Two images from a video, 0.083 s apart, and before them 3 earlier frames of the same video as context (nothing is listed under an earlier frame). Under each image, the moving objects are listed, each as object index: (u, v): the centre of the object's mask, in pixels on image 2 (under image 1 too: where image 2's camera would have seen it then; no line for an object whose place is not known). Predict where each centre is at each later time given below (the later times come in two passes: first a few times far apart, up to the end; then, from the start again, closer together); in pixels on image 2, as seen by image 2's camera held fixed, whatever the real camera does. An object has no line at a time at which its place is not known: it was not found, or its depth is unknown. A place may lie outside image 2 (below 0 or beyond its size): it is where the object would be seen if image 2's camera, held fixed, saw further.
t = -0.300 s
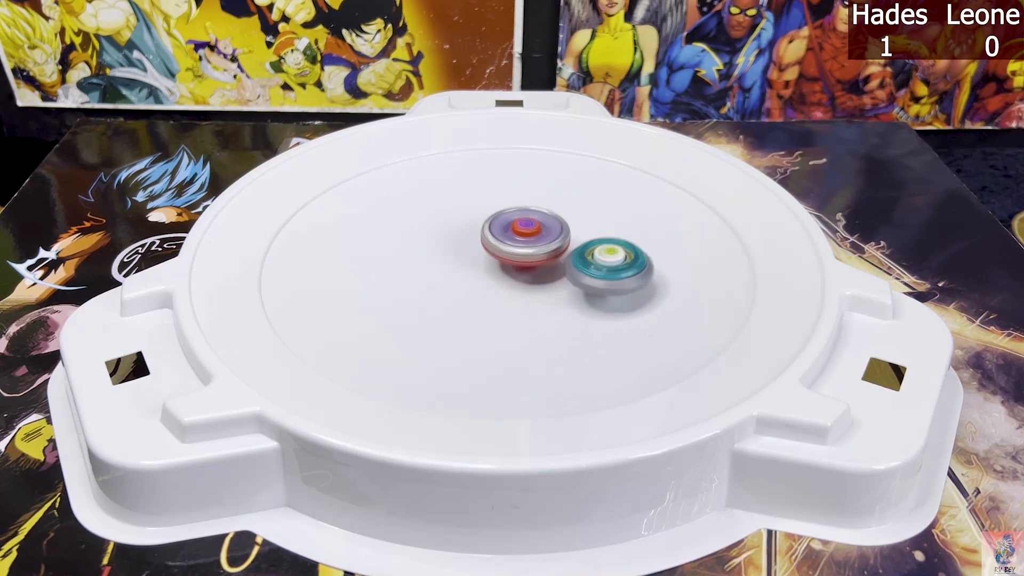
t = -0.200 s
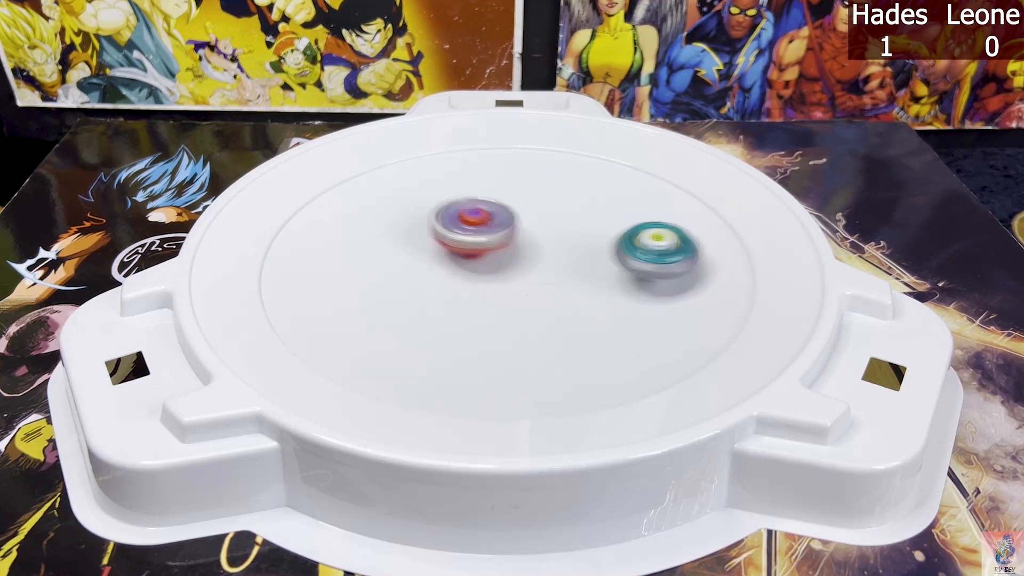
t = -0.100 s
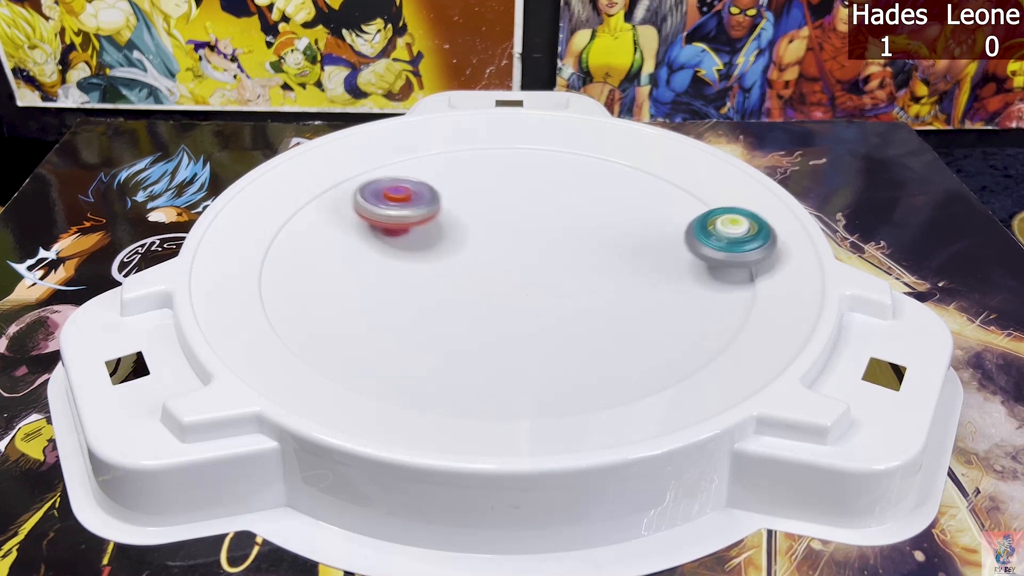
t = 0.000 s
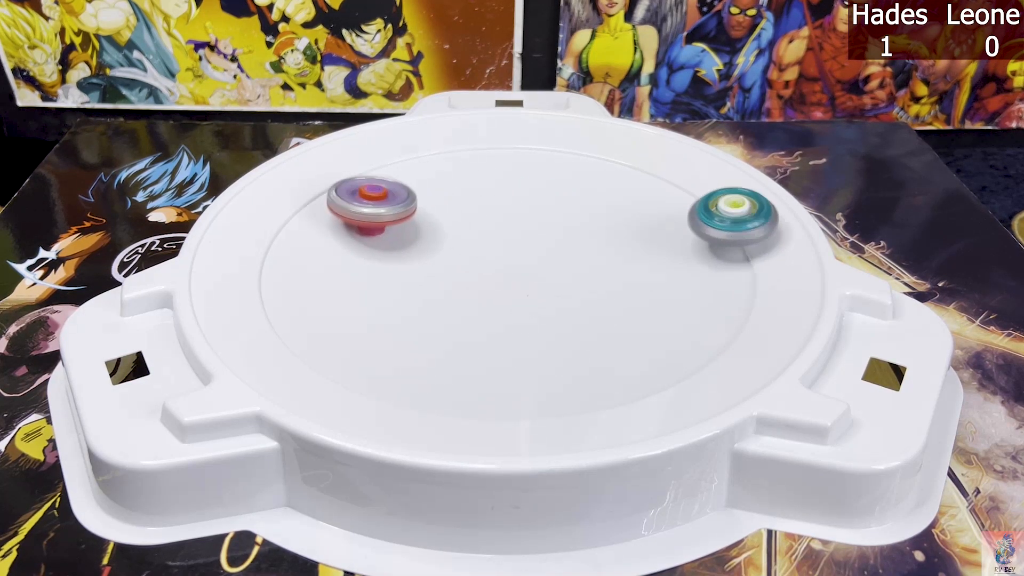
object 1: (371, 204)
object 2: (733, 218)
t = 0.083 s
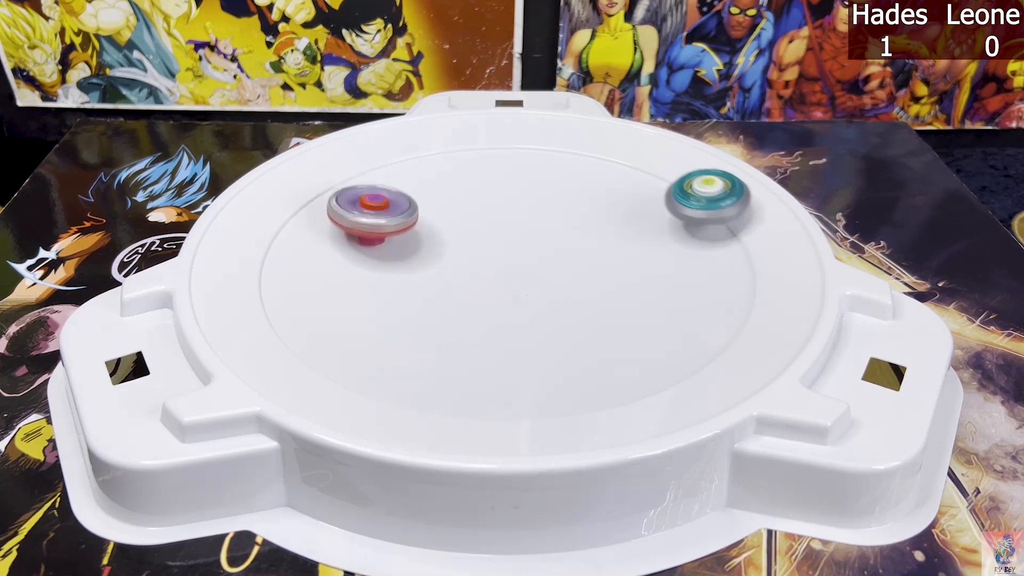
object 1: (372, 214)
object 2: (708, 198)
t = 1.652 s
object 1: (517, 253)
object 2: (600, 317)
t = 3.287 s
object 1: (510, 259)
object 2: (580, 293)
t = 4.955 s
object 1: (562, 298)
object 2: (413, 227)
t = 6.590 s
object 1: (510, 218)
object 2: (569, 274)
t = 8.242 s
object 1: (429, 239)
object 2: (619, 260)
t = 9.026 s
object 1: (428, 277)
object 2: (548, 175)
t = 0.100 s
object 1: (373, 216)
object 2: (701, 195)
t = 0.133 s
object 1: (376, 221)
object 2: (687, 189)
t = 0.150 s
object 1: (379, 223)
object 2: (679, 185)
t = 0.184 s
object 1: (383, 228)
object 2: (661, 182)
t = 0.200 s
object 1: (386, 230)
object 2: (652, 180)
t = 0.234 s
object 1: (392, 234)
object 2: (633, 178)
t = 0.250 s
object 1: (395, 236)
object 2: (623, 177)
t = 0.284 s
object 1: (402, 240)
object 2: (604, 178)
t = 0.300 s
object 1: (405, 242)
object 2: (594, 178)
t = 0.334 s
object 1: (411, 245)
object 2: (574, 180)
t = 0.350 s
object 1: (415, 247)
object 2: (564, 182)
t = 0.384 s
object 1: (422, 250)
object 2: (544, 186)
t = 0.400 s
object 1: (425, 251)
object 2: (535, 188)
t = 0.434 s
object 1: (431, 253)
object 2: (517, 193)
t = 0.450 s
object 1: (434, 253)
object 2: (507, 197)
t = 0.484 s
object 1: (439, 254)
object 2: (491, 204)
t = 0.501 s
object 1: (442, 255)
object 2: (483, 206)
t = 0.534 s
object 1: (434, 270)
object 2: (481, 199)
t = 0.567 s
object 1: (414, 292)
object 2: (494, 178)
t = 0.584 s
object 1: (405, 302)
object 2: (499, 170)
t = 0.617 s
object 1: (391, 319)
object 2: (509, 154)
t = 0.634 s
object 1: (386, 327)
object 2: (512, 148)
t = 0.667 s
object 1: (380, 339)
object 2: (517, 139)
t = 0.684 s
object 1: (379, 344)
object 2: (518, 137)
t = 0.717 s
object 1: (381, 351)
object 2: (518, 135)
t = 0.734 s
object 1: (384, 352)
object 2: (516, 137)
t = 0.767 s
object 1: (395, 355)
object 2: (510, 141)
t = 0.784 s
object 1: (401, 354)
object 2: (506, 144)
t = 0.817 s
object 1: (416, 353)
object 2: (495, 151)
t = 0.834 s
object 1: (424, 352)
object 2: (489, 156)
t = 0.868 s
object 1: (441, 348)
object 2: (475, 165)
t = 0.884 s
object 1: (449, 346)
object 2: (468, 169)
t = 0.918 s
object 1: (465, 340)
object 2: (453, 179)
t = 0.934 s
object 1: (473, 338)
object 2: (445, 183)
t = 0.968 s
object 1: (487, 330)
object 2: (432, 192)
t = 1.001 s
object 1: (499, 322)
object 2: (419, 202)
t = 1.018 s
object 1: (504, 319)
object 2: (414, 206)
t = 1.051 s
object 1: (514, 310)
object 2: (405, 217)
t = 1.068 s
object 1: (518, 307)
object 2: (401, 222)
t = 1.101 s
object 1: (525, 299)
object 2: (395, 233)
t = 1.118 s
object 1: (527, 296)
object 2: (394, 239)
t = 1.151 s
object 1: (532, 289)
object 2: (392, 251)
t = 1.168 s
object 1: (533, 286)
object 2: (392, 257)
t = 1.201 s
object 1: (535, 282)
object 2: (395, 268)
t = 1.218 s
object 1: (536, 281)
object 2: (397, 274)
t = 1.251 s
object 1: (537, 278)
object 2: (404, 285)
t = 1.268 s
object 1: (537, 275)
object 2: (409, 290)
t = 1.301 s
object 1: (537, 273)
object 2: (420, 299)
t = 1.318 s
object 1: (537, 271)
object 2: (426, 304)
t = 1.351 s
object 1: (536, 268)
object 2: (441, 313)
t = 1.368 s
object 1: (535, 266)
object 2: (448, 316)
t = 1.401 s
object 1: (533, 265)
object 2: (466, 322)
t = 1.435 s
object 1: (531, 263)
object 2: (484, 326)
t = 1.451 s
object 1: (530, 261)
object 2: (494, 327)
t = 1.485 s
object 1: (528, 259)
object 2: (513, 330)
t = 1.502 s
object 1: (527, 258)
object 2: (523, 330)
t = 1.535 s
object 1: (525, 258)
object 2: (542, 329)
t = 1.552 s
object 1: (523, 256)
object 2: (551, 328)
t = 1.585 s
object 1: (521, 255)
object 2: (569, 326)
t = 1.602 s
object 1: (520, 254)
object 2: (577, 324)
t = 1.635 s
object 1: (518, 253)
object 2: (593, 319)
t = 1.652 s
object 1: (517, 253)
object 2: (600, 317)
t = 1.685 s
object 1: (515, 252)
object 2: (612, 310)
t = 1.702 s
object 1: (514, 253)
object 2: (617, 306)
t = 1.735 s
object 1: (512, 253)
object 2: (626, 299)
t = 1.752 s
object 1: (511, 252)
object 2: (630, 294)
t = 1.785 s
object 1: (509, 252)
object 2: (635, 284)
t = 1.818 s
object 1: (508, 252)
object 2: (637, 276)
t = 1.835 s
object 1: (507, 252)
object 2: (638, 273)
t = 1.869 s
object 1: (506, 251)
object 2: (636, 264)
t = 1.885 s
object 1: (505, 252)
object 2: (635, 260)
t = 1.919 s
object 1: (504, 253)
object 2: (630, 252)
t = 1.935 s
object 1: (503, 253)
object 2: (627, 249)
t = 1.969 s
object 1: (502, 252)
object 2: (619, 242)
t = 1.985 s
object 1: (502, 252)
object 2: (615, 239)
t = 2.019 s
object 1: (501, 253)
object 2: (605, 233)
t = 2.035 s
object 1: (500, 253)
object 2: (599, 231)
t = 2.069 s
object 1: (499, 253)
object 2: (587, 226)
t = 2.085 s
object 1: (499, 253)
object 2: (581, 224)
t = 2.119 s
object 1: (498, 253)
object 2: (569, 221)
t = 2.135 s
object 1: (496, 254)
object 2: (563, 219)
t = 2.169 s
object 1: (485, 259)
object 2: (560, 210)
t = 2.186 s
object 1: (480, 260)
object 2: (556, 207)
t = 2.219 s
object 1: (474, 262)
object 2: (546, 203)
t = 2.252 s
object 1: (470, 265)
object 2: (533, 200)
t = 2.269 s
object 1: (470, 266)
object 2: (526, 200)
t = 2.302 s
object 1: (468, 266)
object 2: (512, 199)
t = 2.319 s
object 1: (468, 267)
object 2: (505, 199)
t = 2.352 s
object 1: (469, 267)
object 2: (490, 200)
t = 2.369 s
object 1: (471, 266)
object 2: (484, 201)
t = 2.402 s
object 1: (473, 266)
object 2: (470, 203)
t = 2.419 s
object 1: (474, 267)
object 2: (463, 205)
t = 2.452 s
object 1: (477, 267)
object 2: (451, 209)
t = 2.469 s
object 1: (478, 267)
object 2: (445, 211)
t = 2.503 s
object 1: (482, 268)
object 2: (434, 215)
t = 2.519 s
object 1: (483, 267)
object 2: (429, 220)
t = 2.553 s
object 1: (486, 267)
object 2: (420, 227)
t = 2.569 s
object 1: (487, 268)
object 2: (416, 230)
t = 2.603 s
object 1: (490, 268)
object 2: (409, 235)
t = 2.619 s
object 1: (491, 267)
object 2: (407, 239)
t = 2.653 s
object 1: (494, 267)
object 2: (403, 247)
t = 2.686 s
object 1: (496, 267)
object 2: (402, 257)
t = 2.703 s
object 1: (497, 267)
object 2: (401, 259)
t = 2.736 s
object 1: (500, 266)
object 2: (403, 268)
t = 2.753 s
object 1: (500, 266)
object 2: (404, 272)
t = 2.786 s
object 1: (502, 266)
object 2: (408, 279)
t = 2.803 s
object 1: (503, 266)
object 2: (412, 283)
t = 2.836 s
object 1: (505, 266)
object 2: (419, 290)
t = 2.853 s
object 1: (505, 264)
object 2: (423, 293)
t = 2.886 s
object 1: (507, 265)
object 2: (433, 300)
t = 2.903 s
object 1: (508, 263)
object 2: (439, 303)
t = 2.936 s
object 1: (509, 262)
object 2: (450, 306)
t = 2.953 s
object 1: (510, 262)
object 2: (457, 309)
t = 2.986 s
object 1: (511, 261)
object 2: (469, 312)
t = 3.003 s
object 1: (511, 259)
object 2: (476, 313)
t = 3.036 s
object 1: (512, 257)
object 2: (490, 315)
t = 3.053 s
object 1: (513, 257)
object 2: (497, 315)
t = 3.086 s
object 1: (513, 256)
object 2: (511, 315)
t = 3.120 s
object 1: (513, 255)
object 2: (525, 314)
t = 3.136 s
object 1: (513, 255)
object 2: (532, 313)
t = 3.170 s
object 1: (512, 256)
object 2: (545, 310)
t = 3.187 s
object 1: (511, 256)
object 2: (551, 308)
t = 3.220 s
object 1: (510, 258)
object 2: (562, 302)
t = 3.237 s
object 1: (510, 258)
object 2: (567, 300)
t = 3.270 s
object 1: (510, 259)
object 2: (576, 294)
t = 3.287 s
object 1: (510, 259)
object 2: (580, 293)
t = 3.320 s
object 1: (510, 257)
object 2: (587, 287)
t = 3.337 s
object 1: (509, 257)
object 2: (589, 284)
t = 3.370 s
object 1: (505, 253)
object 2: (597, 277)
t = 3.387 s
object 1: (503, 253)
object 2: (600, 274)
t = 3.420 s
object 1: (500, 251)
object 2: (603, 268)
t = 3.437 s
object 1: (499, 250)
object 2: (603, 266)
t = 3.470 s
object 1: (497, 248)
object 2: (602, 258)
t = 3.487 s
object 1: (496, 248)
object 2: (601, 255)
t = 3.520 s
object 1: (495, 248)
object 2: (598, 249)
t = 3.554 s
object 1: (495, 249)
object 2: (594, 244)
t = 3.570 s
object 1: (494, 248)
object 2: (591, 242)
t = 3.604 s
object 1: (494, 248)
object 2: (584, 237)
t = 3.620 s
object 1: (494, 250)
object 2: (581, 235)
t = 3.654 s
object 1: (492, 251)
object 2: (575, 231)
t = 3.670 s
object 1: (491, 251)
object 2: (571, 229)
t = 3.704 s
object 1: (481, 253)
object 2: (573, 223)
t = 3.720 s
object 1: (474, 254)
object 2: (575, 220)
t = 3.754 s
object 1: (464, 257)
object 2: (574, 215)
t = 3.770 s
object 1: (461, 257)
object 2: (572, 213)
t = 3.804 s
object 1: (457, 259)
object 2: (566, 209)
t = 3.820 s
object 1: (455, 259)
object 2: (562, 208)
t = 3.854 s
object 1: (454, 260)
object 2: (553, 206)
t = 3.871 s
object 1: (454, 260)
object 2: (548, 205)
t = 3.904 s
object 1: (455, 262)
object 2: (539, 204)
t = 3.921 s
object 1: (457, 261)
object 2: (533, 204)
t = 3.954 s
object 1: (459, 263)
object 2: (523, 205)
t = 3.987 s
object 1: (461, 264)
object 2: (514, 206)
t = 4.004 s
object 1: (463, 264)
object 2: (509, 207)
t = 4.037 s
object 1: (465, 265)
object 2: (500, 210)
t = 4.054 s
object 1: (467, 266)
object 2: (496, 212)
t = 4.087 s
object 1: (470, 266)
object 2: (489, 214)
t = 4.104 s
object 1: (471, 268)
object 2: (485, 215)
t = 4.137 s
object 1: (471, 271)
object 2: (480, 216)
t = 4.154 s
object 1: (472, 272)
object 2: (478, 217)
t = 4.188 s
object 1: (473, 274)
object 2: (474, 220)
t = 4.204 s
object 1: (474, 274)
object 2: (472, 222)
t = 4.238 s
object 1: (475, 279)
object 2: (469, 223)
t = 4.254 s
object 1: (476, 280)
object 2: (467, 224)
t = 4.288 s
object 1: (478, 280)
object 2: (465, 227)
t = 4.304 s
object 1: (479, 282)
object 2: (464, 228)
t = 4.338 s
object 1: (481, 282)
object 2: (461, 231)
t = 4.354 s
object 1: (482, 284)
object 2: (460, 232)
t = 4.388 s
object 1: (485, 286)
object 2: (459, 232)
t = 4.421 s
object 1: (489, 288)
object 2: (457, 235)
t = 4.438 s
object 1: (490, 288)
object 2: (457, 235)
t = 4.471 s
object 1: (493, 287)
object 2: (456, 238)
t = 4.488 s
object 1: (495, 287)
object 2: (456, 239)
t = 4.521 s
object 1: (498, 287)
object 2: (455, 241)
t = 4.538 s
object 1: (499, 286)
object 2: (455, 242)
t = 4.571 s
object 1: (505, 288)
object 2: (454, 242)
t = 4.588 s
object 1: (507, 288)
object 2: (454, 243)
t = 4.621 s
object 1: (511, 288)
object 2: (455, 245)
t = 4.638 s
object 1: (512, 288)
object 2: (455, 245)
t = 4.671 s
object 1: (515, 287)
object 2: (456, 247)
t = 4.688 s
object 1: (516, 287)
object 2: (456, 248)
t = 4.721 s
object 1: (518, 285)
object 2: (457, 249)
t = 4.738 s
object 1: (519, 284)
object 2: (457, 250)
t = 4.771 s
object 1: (531, 290)
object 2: (451, 245)
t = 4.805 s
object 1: (544, 296)
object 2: (437, 229)
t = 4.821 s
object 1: (549, 298)
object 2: (433, 225)
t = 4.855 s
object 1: (556, 300)
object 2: (427, 221)
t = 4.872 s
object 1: (559, 301)
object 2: (424, 220)
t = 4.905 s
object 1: (561, 301)
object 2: (420, 222)
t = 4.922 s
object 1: (562, 300)
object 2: (417, 223)
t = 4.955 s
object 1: (562, 298)
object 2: (413, 227)
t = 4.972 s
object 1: (562, 298)
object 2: (412, 229)
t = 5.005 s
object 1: (562, 297)
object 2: (409, 233)
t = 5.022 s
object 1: (562, 294)
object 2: (409, 235)
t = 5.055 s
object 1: (561, 292)
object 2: (409, 241)
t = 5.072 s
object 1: (561, 293)
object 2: (410, 244)
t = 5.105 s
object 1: (560, 289)
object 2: (413, 250)
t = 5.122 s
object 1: (560, 288)
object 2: (415, 252)
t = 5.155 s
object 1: (559, 287)
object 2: (420, 257)
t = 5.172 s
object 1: (558, 287)
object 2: (423, 259)
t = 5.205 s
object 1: (557, 285)
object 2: (430, 264)
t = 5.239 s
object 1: (556, 282)
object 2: (438, 268)
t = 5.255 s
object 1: (555, 281)
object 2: (443, 270)
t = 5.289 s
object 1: (553, 280)
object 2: (452, 272)
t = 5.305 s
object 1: (552, 279)
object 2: (457, 274)
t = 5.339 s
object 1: (574, 279)
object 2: (440, 269)
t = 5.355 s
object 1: (589, 279)
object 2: (424, 264)
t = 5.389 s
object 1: (615, 278)
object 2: (401, 256)
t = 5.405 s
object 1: (626, 277)
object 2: (392, 253)
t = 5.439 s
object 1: (640, 276)
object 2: (380, 247)
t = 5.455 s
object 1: (645, 275)
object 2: (376, 246)
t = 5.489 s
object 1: (649, 272)
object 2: (372, 247)
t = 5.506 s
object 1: (648, 271)
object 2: (372, 248)
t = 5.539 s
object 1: (646, 271)
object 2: (373, 253)
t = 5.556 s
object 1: (644, 270)
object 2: (374, 256)
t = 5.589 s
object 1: (638, 269)
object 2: (377, 261)
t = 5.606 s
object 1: (635, 266)
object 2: (379, 265)
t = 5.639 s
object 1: (628, 265)
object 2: (385, 271)
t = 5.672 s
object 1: (621, 264)
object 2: (392, 276)
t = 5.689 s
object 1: (617, 263)
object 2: (397, 278)
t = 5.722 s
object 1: (610, 260)
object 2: (406, 283)
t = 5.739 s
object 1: (606, 260)
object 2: (412, 284)
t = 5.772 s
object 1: (599, 259)
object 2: (423, 287)
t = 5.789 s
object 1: (596, 258)
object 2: (429, 289)
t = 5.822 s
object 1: (589, 257)
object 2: (441, 291)
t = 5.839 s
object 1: (586, 257)
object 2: (448, 291)
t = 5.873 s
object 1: (579, 256)
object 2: (460, 292)
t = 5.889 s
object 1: (576, 254)
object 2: (467, 291)
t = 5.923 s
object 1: (570, 255)
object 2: (480, 291)
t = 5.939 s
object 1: (566, 254)
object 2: (486, 290)
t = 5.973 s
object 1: (568, 250)
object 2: (487, 291)
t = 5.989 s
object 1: (571, 247)
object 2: (485, 293)
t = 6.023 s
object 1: (574, 242)
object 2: (484, 294)
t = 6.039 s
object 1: (574, 240)
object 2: (485, 294)
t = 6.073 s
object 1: (573, 239)
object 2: (491, 294)
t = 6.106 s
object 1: (570, 238)
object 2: (500, 293)
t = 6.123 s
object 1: (568, 238)
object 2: (504, 292)
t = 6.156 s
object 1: (564, 237)
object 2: (513, 291)
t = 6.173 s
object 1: (562, 237)
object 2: (517, 290)
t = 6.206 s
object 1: (557, 234)
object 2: (523, 288)
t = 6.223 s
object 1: (556, 233)
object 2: (525, 290)
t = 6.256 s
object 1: (553, 231)
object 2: (529, 290)
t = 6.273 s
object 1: (551, 229)
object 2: (532, 288)
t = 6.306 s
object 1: (548, 228)
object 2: (538, 286)
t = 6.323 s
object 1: (545, 227)
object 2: (540, 285)
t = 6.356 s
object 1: (541, 226)
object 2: (546, 284)
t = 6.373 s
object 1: (539, 225)
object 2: (547, 285)
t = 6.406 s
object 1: (535, 223)
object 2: (552, 281)
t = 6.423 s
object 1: (533, 223)
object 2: (554, 280)
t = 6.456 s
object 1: (528, 223)
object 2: (558, 277)
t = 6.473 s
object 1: (526, 224)
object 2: (559, 276)
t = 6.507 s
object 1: (522, 224)
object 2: (561, 273)
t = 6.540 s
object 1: (518, 225)
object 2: (564, 272)
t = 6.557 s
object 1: (515, 225)
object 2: (566, 273)
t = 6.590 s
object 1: (510, 218)
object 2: (569, 274)
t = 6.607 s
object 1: (508, 218)
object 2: (570, 273)
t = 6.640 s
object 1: (504, 218)
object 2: (571, 271)
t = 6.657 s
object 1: (502, 218)
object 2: (572, 270)
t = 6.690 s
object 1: (499, 218)
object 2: (572, 268)
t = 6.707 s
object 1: (498, 219)
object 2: (572, 267)
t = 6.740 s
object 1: (496, 220)
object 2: (571, 264)
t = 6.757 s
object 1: (495, 220)
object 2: (570, 263)
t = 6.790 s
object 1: (492, 222)
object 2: (567, 261)
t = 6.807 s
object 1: (492, 223)
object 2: (565, 260)
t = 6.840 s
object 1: (490, 224)
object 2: (561, 258)
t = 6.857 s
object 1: (489, 224)
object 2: (559, 258)
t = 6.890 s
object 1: (480, 221)
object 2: (565, 262)
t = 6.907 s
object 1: (476, 220)
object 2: (566, 263)
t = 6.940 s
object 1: (471, 219)
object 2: (565, 264)
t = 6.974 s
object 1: (469, 219)
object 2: (564, 264)
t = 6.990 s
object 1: (468, 219)
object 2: (563, 264)
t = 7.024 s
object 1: (467, 220)
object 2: (561, 264)
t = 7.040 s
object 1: (467, 223)
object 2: (560, 264)
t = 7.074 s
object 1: (467, 224)
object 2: (556, 264)
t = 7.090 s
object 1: (467, 225)
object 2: (555, 264)
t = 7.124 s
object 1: (467, 229)
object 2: (551, 264)
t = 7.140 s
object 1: (468, 230)
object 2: (549, 265)
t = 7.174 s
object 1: (469, 231)
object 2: (544, 265)
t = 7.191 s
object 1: (470, 232)
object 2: (541, 266)
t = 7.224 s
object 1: (459, 229)
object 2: (553, 274)
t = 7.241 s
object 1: (455, 226)
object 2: (558, 277)
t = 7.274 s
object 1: (448, 224)
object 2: (563, 282)
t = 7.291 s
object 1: (446, 223)
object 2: (564, 283)
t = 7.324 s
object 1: (444, 223)
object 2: (568, 285)
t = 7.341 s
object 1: (444, 223)
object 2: (569, 285)
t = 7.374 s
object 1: (444, 224)
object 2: (572, 286)
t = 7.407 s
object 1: (446, 226)
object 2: (574, 286)
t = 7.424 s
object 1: (447, 228)
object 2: (574, 285)
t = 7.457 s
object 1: (448, 230)
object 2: (575, 285)
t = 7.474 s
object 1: (449, 232)
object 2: (575, 285)
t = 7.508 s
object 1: (452, 235)
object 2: (574, 284)
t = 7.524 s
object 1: (453, 237)
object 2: (573, 284)
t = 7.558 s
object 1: (456, 239)
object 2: (571, 283)
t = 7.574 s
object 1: (457, 239)
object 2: (570, 282)
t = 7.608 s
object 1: (460, 243)
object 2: (566, 281)
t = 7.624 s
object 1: (462, 245)
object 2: (564, 281)
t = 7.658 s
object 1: (465, 246)
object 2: (559, 280)
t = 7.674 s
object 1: (467, 249)
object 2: (557, 280)
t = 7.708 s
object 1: (470, 250)
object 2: (552, 280)
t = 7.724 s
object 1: (471, 252)
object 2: (553, 281)
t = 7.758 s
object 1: (446, 237)
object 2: (586, 295)
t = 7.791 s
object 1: (427, 225)
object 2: (612, 303)
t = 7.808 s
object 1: (420, 219)
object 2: (622, 306)
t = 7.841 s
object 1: (409, 212)
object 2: (639, 310)
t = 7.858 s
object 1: (406, 210)
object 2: (645, 310)
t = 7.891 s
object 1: (402, 206)
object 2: (653, 309)
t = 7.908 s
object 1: (402, 206)
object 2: (656, 308)
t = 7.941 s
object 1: (403, 207)
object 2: (661, 302)
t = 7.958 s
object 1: (403, 209)
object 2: (663, 300)
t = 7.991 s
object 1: (405, 212)
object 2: (665, 294)
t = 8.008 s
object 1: (406, 214)
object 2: (665, 291)
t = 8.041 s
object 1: (408, 217)
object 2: (664, 285)
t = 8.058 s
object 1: (410, 219)
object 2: (662, 283)
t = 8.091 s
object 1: (412, 223)
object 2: (658, 278)
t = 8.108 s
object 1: (414, 225)
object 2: (655, 275)
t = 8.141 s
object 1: (417, 230)
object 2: (648, 270)
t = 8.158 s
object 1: (420, 231)
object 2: (644, 268)
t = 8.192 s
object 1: (423, 234)
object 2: (635, 264)
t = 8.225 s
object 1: (427, 238)
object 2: (625, 261)
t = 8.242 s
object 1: (429, 239)
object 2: (619, 260)
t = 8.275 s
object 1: (433, 241)
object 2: (607, 256)
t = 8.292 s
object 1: (435, 244)
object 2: (601, 255)
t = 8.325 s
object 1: (440, 245)
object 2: (588, 252)
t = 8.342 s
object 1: (442, 247)
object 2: (581, 251)
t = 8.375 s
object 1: (447, 250)
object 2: (568, 249)
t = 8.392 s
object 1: (450, 251)
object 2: (561, 248)
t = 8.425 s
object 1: (455, 252)
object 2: (547, 247)
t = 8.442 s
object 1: (444, 254)
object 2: (557, 246)
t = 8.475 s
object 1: (399, 251)
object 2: (603, 238)
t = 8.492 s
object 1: (379, 250)
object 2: (624, 234)
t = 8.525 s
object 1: (345, 246)
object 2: (659, 223)
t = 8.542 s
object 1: (331, 245)
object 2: (674, 219)
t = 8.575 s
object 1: (310, 242)
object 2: (696, 212)
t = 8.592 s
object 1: (303, 242)
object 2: (703, 208)
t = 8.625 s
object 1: (296, 242)
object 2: (711, 201)
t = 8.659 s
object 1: (297, 245)
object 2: (710, 197)
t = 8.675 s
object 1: (299, 247)
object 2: (707, 195)
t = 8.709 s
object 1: (305, 251)
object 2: (697, 189)
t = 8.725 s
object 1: (309, 252)
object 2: (690, 187)
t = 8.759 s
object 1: (319, 257)
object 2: (676, 183)
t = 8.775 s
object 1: (324, 259)
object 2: (669, 182)
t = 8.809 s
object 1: (337, 263)
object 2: (652, 179)
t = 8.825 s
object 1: (344, 266)
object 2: (643, 177)
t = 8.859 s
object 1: (358, 269)
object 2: (626, 175)
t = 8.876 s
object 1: (365, 270)
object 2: (618, 175)
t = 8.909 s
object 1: (380, 273)
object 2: (602, 173)
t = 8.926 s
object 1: (387, 274)
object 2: (594, 173)
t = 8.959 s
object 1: (402, 276)
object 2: (578, 173)
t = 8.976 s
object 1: (409, 276)
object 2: (571, 173)
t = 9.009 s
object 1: (423, 277)
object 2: (555, 174)
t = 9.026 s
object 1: (428, 277)
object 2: (548, 175)
